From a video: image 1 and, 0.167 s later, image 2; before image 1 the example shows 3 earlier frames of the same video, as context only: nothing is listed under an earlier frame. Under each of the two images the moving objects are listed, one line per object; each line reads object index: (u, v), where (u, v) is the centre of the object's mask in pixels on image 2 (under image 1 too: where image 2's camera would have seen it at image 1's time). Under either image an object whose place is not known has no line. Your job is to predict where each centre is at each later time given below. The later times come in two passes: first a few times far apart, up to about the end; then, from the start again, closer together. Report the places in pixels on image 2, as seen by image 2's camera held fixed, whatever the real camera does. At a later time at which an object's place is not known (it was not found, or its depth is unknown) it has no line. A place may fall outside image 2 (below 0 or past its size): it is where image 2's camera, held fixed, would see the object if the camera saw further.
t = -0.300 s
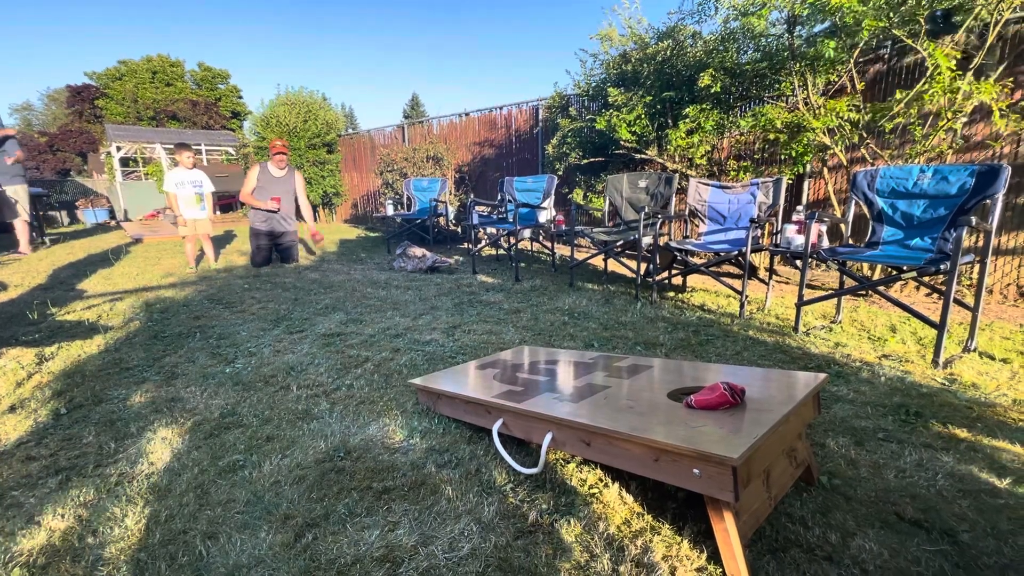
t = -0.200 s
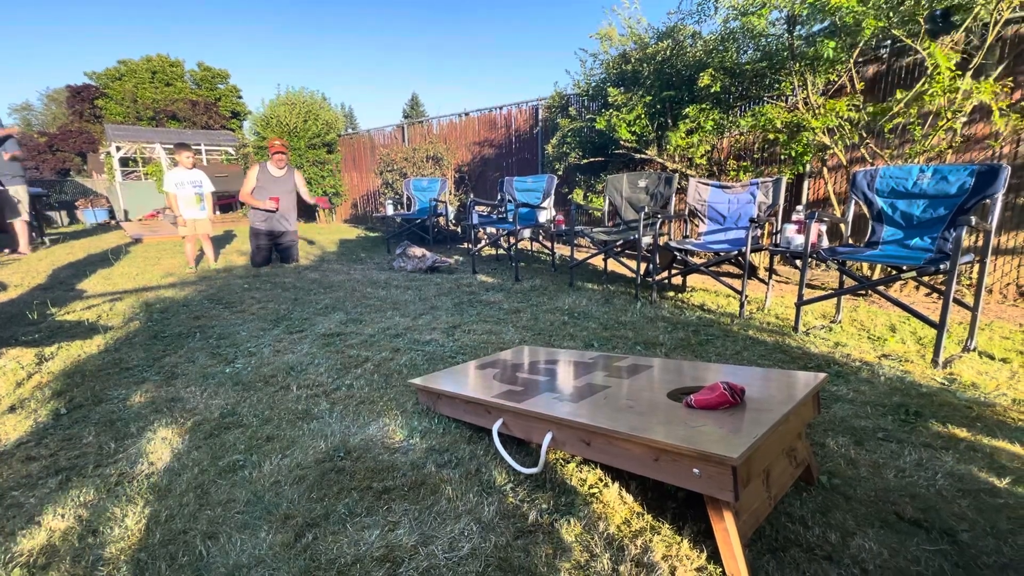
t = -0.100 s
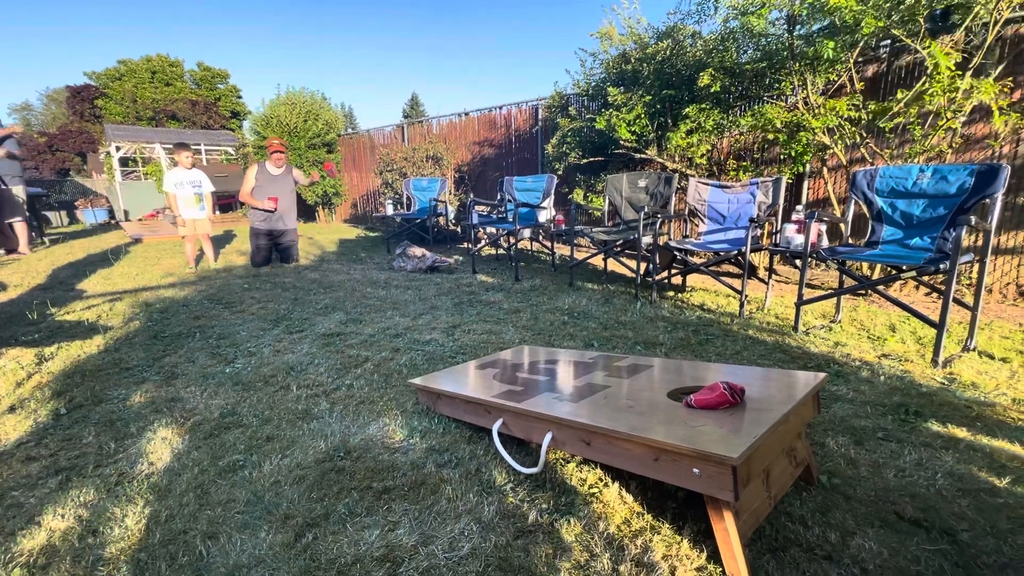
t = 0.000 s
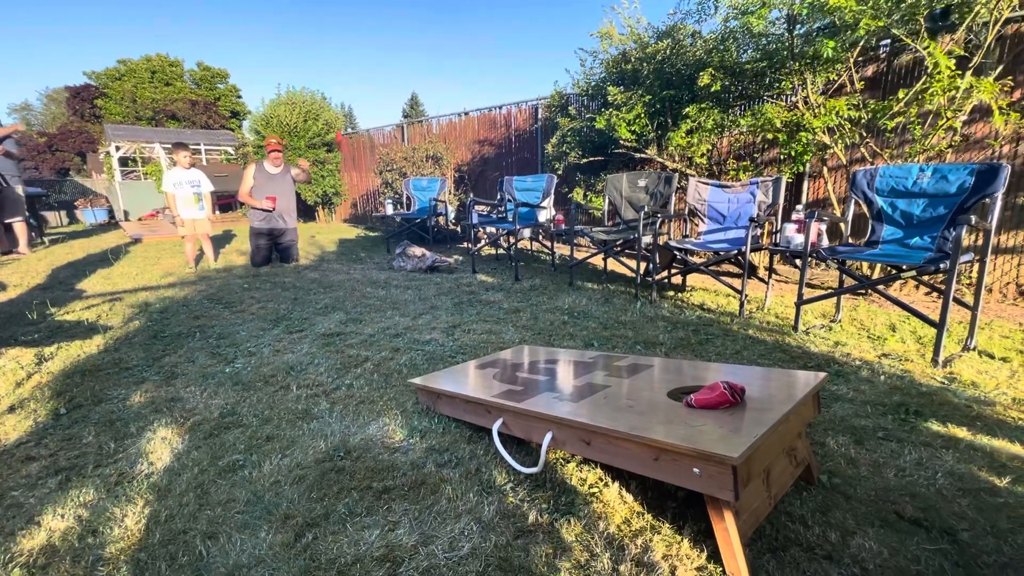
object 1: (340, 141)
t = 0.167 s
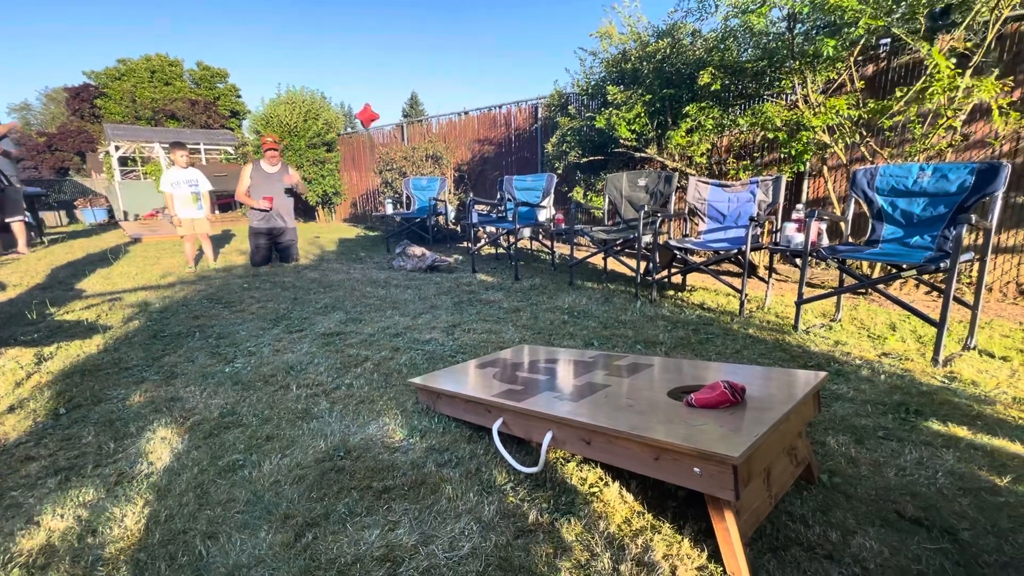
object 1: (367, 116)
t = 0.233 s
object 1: (381, 116)
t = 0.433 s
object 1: (445, 176)
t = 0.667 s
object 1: (562, 367)
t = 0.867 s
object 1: (617, 375)
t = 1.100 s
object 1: (635, 380)
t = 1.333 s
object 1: (626, 386)
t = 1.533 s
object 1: (626, 386)
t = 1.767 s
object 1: (626, 386)
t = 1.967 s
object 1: (626, 386)
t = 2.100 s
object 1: (626, 386)
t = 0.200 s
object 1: (373, 115)
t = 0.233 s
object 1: (381, 116)
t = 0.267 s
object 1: (389, 119)
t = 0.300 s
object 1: (398, 124)
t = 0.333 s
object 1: (408, 132)
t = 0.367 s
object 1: (419, 143)
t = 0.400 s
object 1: (432, 158)
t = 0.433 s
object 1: (445, 176)
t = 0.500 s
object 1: (475, 225)
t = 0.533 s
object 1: (494, 258)
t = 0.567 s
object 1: (514, 297)
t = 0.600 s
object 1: (536, 343)
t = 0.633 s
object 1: (551, 366)
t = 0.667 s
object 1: (562, 367)
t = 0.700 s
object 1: (572, 366)
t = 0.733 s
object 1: (582, 367)
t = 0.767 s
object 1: (592, 368)
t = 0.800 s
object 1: (601, 371)
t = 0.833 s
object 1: (609, 373)
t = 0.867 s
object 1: (617, 375)
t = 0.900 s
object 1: (623, 377)
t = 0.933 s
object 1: (628, 378)
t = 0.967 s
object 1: (632, 379)
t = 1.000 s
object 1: (635, 379)
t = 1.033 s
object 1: (636, 379)
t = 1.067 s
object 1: (635, 379)
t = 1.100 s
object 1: (635, 380)
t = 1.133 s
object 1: (633, 380)
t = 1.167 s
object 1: (632, 382)
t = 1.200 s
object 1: (630, 383)
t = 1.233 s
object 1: (629, 384)
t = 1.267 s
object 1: (628, 385)
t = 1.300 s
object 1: (627, 385)
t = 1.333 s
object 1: (626, 386)
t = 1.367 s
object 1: (626, 386)
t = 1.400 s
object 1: (626, 386)
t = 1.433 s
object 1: (626, 386)
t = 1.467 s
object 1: (626, 386)
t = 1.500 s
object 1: (626, 386)
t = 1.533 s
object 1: (626, 386)
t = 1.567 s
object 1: (626, 386)
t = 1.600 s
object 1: (626, 386)
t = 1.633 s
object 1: (626, 386)
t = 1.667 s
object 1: (626, 386)
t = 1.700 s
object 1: (626, 386)
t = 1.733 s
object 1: (626, 386)
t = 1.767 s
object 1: (626, 386)
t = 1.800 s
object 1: (626, 386)
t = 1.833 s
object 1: (626, 386)
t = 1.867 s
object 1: (626, 386)
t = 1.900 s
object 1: (626, 386)
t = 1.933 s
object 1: (626, 386)
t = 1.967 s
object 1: (626, 386)
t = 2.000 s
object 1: (626, 386)
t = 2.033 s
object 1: (626, 386)
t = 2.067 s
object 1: (626, 386)
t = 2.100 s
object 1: (626, 386)
